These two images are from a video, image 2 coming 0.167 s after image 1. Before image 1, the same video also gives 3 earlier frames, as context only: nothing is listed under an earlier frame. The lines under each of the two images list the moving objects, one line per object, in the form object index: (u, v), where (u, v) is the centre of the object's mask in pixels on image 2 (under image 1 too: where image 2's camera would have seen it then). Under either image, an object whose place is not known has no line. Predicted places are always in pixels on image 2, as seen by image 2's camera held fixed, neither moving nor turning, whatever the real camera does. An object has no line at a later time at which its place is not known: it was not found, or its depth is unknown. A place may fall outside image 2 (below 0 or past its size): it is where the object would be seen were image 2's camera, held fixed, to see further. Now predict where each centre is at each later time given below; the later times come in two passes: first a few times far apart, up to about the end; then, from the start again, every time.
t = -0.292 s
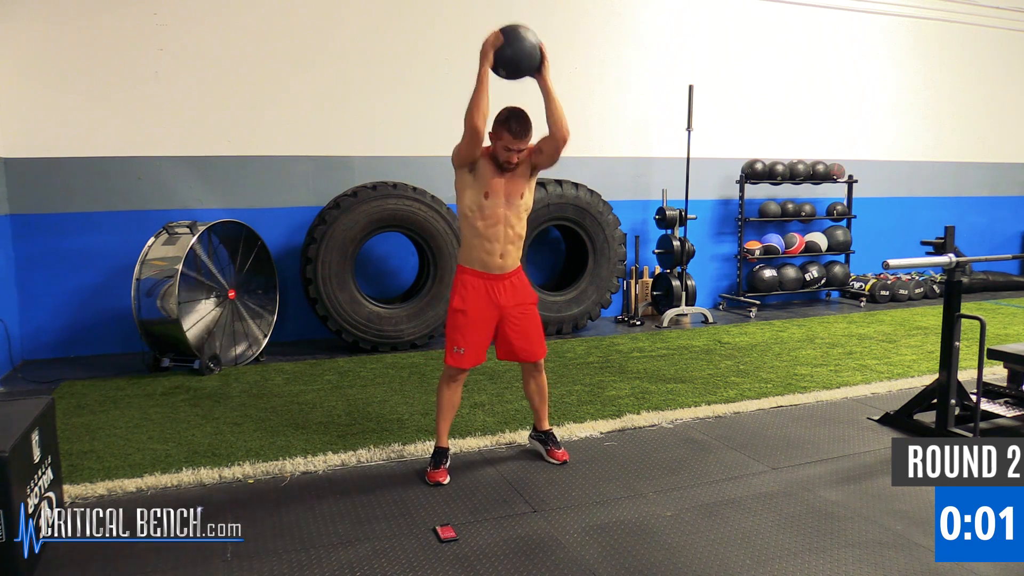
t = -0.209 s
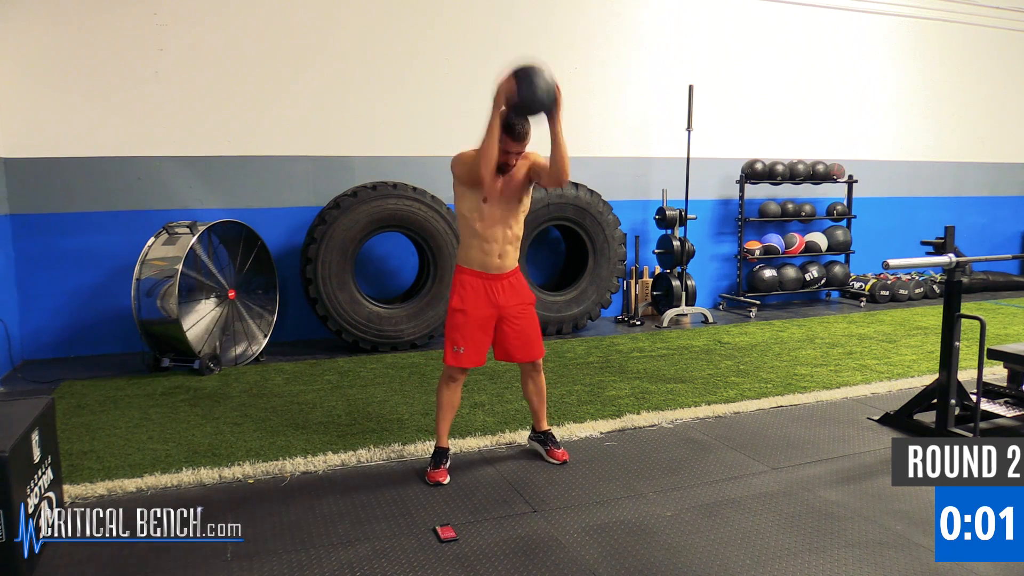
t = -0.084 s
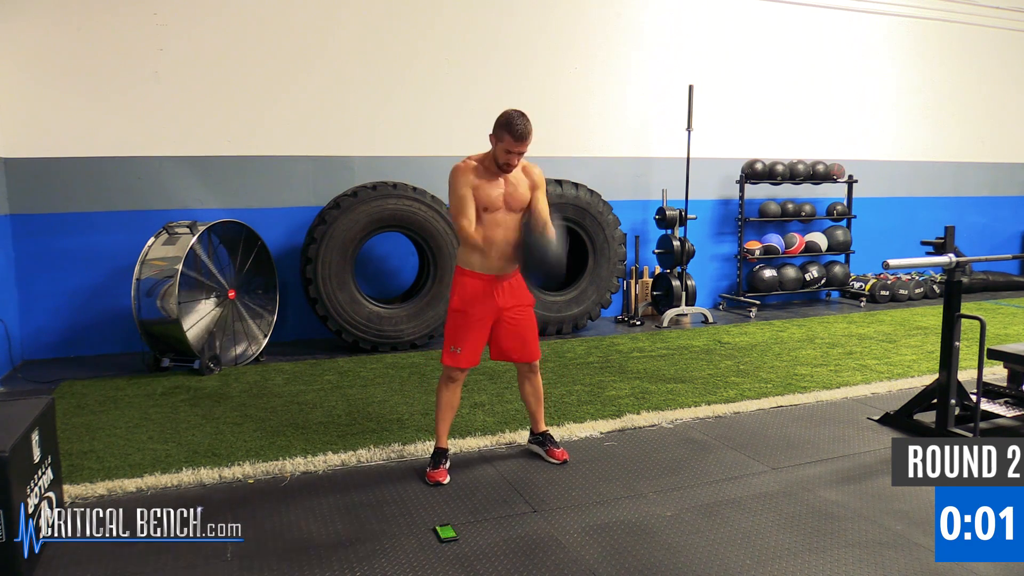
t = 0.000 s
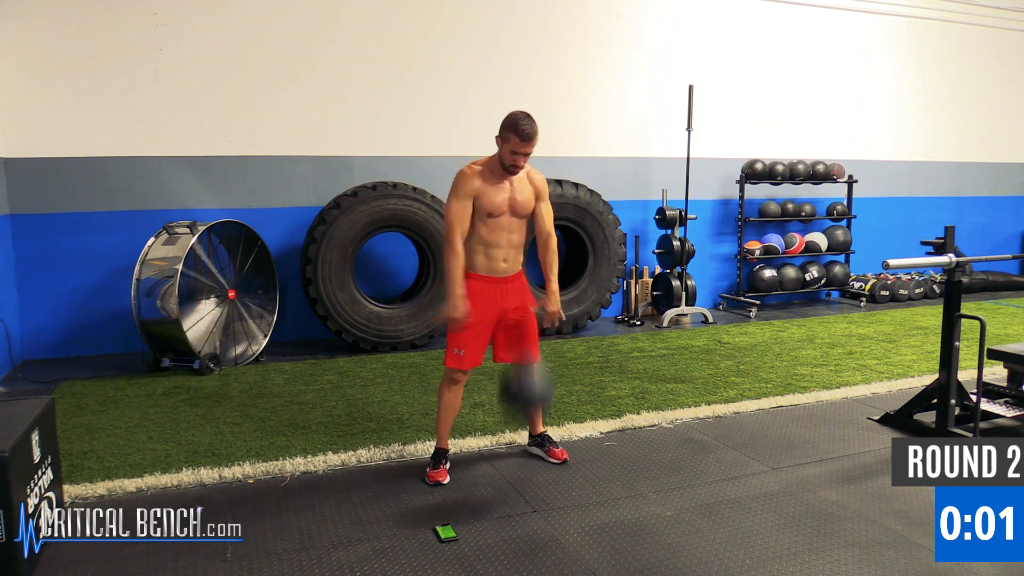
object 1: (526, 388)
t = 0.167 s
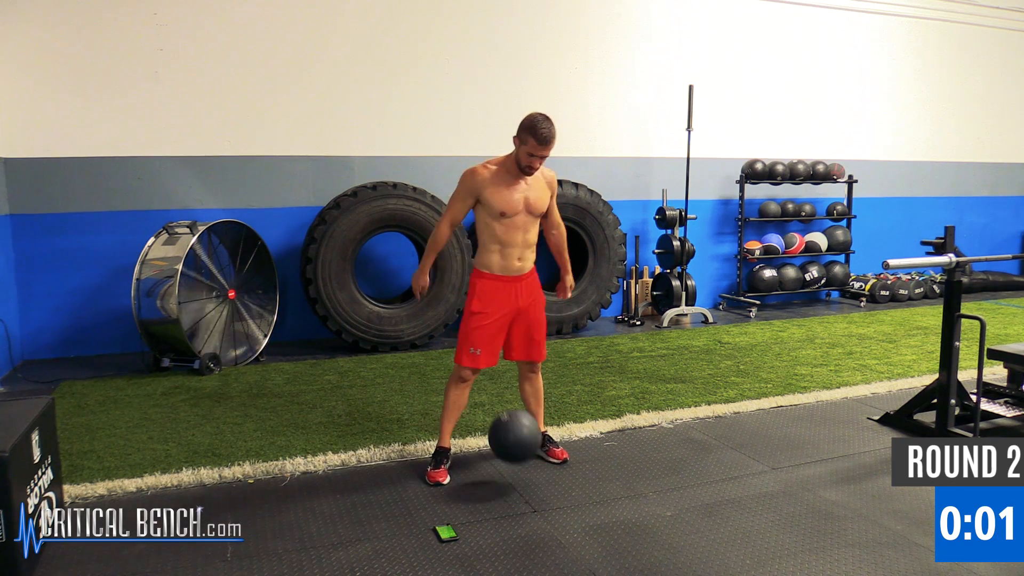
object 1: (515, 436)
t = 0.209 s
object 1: (512, 427)
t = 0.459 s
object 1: (504, 438)
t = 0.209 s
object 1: (512, 427)
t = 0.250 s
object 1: (511, 420)
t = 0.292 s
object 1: (509, 417)
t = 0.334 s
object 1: (508, 417)
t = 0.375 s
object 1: (507, 421)
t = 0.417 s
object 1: (505, 427)
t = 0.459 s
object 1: (504, 438)
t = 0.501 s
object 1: (502, 452)
